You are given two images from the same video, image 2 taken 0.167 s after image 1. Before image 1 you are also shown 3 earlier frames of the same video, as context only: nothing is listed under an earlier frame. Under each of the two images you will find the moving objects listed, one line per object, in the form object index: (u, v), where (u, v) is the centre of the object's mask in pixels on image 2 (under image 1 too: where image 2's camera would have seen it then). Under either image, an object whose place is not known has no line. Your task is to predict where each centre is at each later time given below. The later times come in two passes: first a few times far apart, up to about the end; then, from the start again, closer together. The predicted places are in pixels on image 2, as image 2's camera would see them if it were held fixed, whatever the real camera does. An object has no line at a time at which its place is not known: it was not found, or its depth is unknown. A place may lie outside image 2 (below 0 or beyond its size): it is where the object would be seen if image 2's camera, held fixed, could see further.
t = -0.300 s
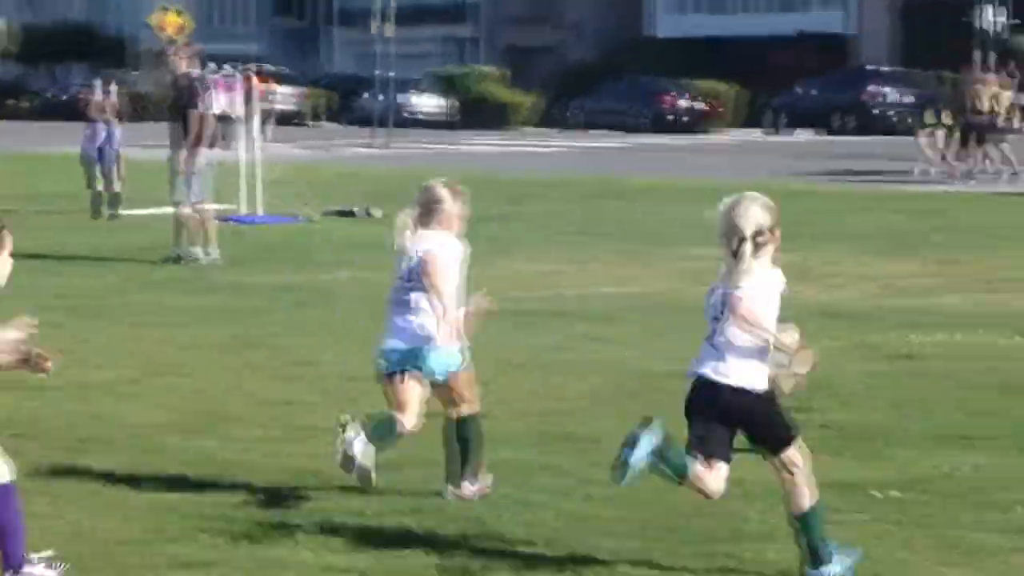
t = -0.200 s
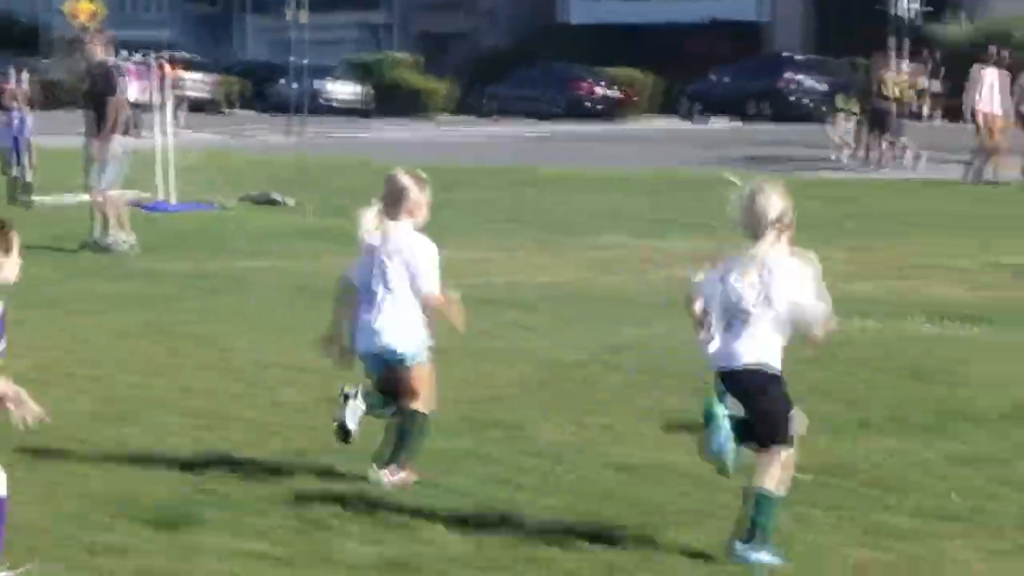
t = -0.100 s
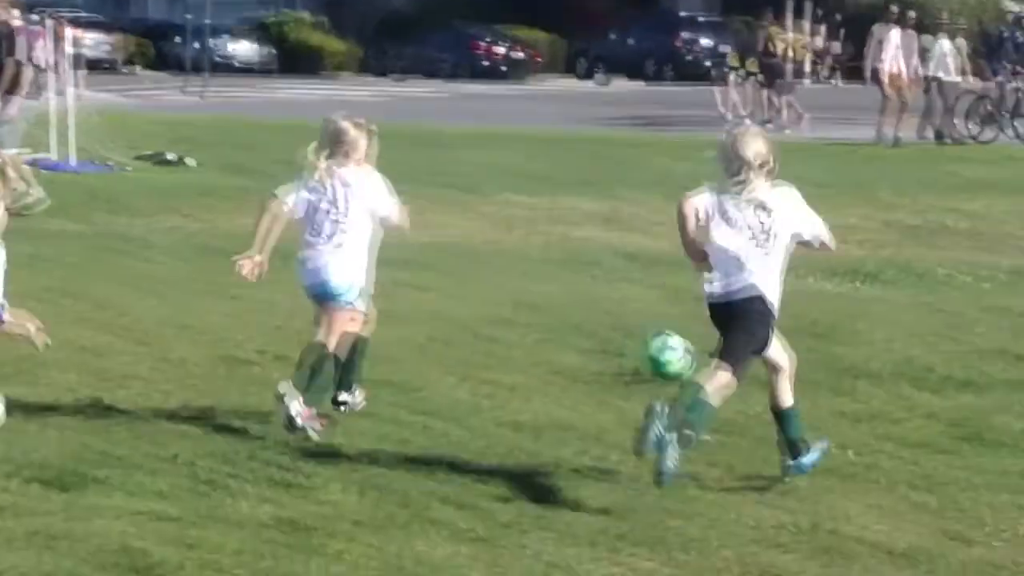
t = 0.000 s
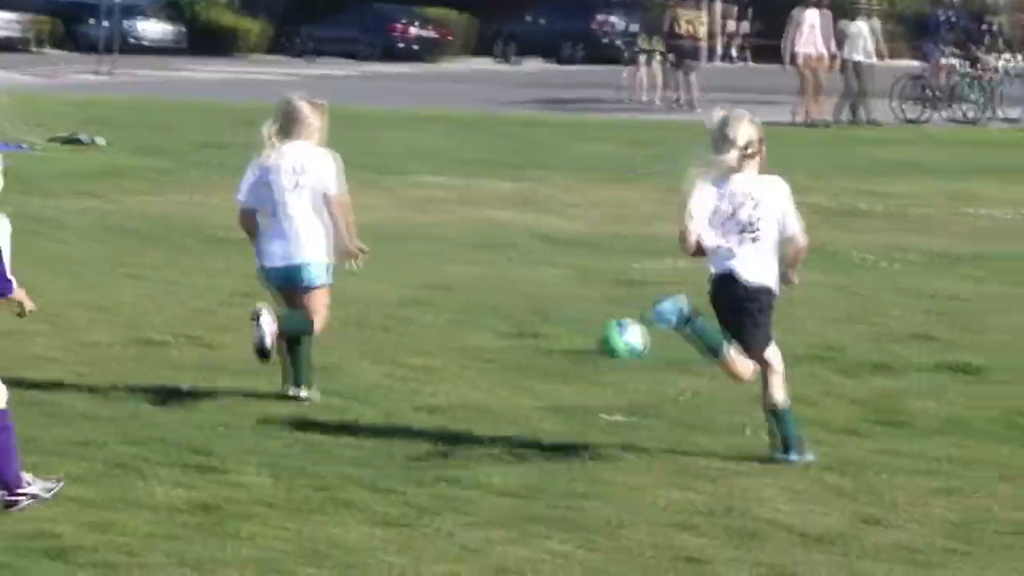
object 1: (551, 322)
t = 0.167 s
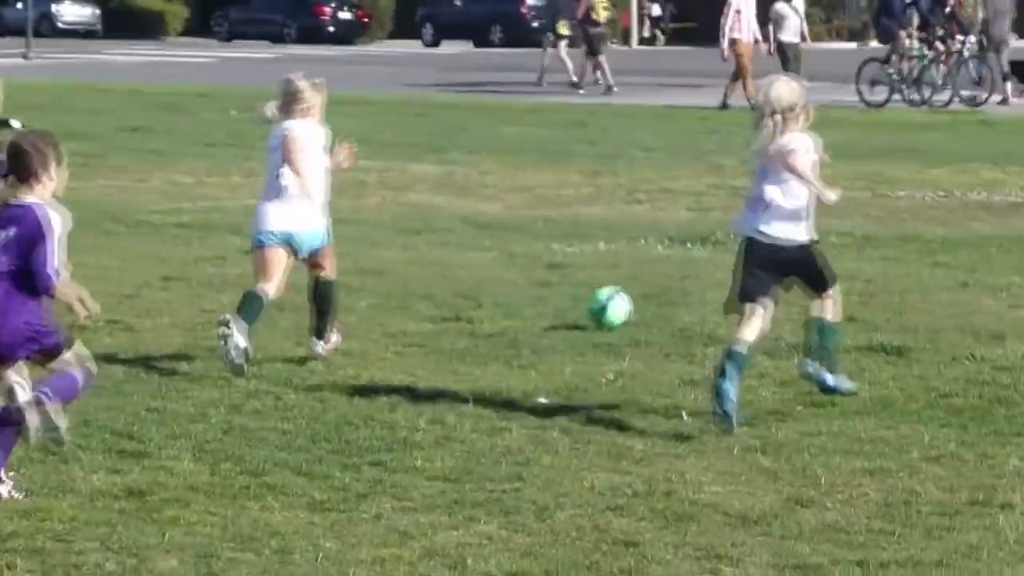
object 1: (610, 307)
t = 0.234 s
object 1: (632, 310)
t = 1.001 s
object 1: (802, 281)
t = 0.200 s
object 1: (621, 309)
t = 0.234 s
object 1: (632, 310)
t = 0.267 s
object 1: (641, 306)
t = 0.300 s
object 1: (650, 303)
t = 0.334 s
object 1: (657, 300)
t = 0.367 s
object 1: (666, 299)
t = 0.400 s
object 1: (675, 299)
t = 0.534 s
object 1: (708, 297)
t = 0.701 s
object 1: (745, 290)
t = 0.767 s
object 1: (758, 291)
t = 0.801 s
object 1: (764, 289)
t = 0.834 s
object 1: (770, 287)
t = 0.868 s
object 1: (776, 287)
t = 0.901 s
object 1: (783, 287)
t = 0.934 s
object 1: (789, 284)
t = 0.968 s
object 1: (797, 282)
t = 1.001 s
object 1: (802, 281)
